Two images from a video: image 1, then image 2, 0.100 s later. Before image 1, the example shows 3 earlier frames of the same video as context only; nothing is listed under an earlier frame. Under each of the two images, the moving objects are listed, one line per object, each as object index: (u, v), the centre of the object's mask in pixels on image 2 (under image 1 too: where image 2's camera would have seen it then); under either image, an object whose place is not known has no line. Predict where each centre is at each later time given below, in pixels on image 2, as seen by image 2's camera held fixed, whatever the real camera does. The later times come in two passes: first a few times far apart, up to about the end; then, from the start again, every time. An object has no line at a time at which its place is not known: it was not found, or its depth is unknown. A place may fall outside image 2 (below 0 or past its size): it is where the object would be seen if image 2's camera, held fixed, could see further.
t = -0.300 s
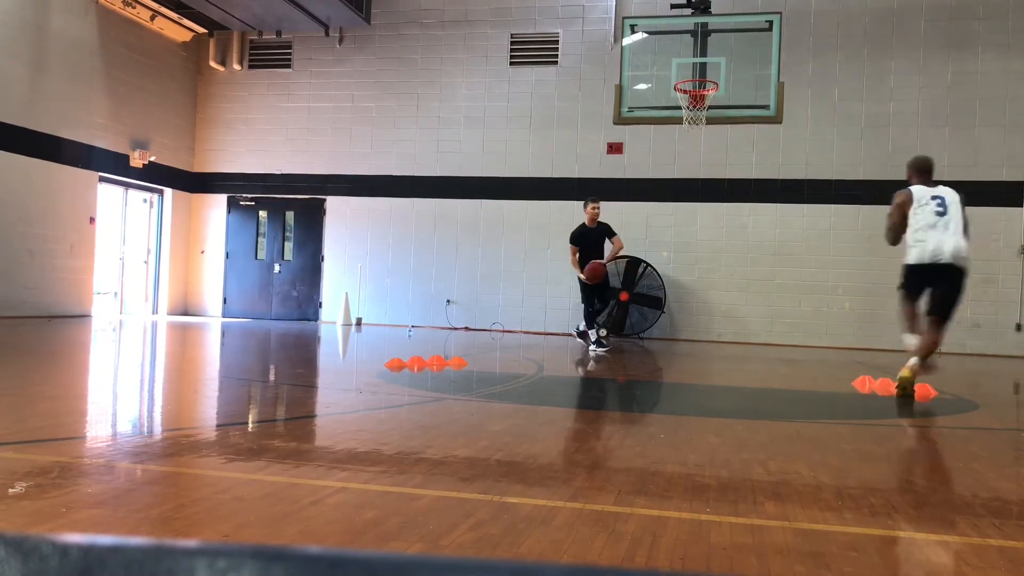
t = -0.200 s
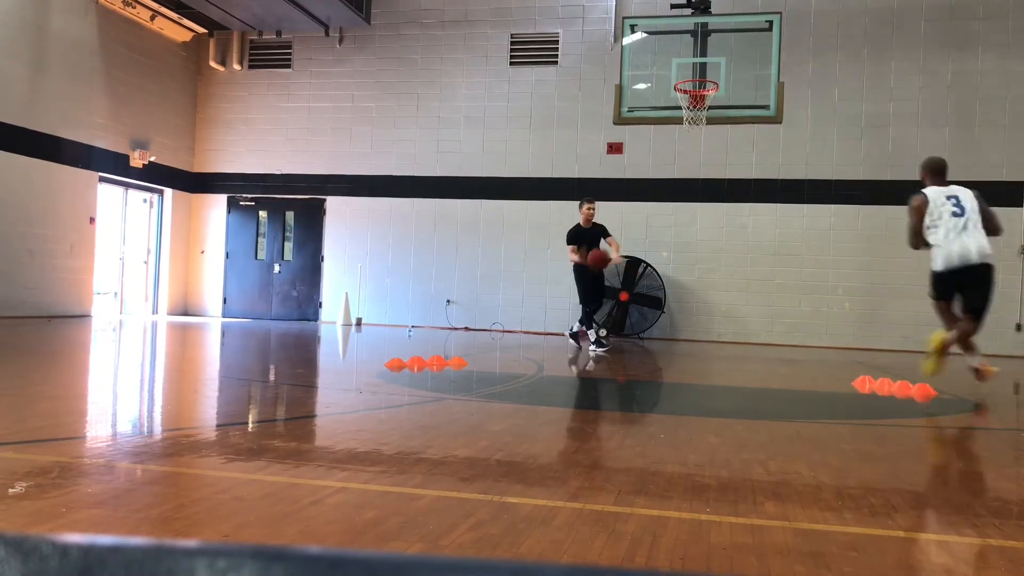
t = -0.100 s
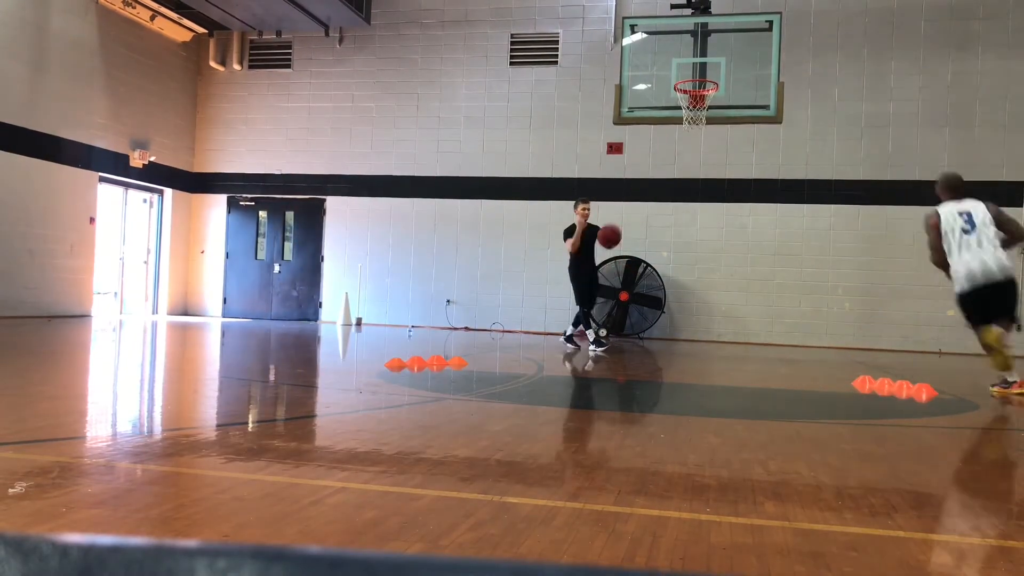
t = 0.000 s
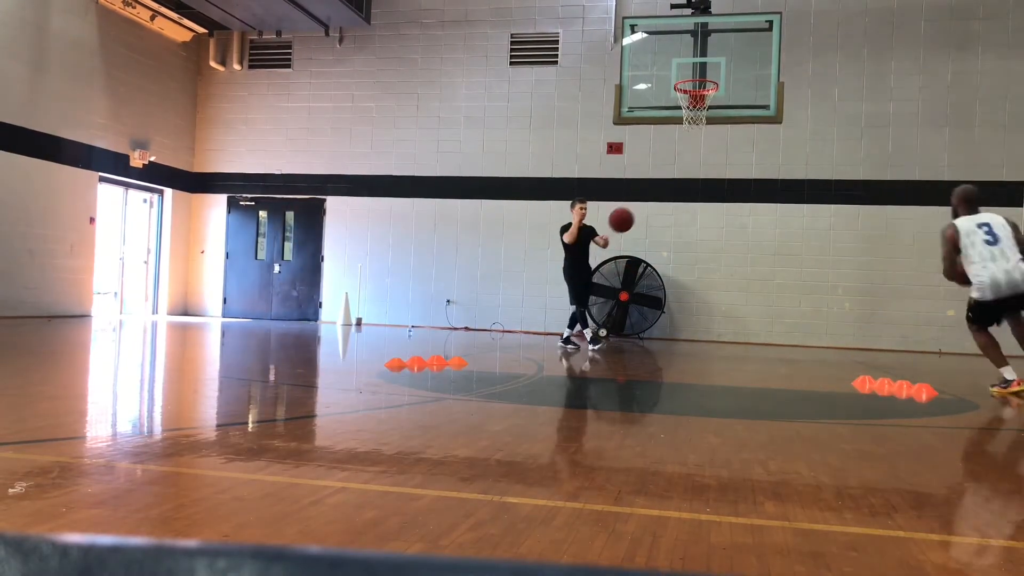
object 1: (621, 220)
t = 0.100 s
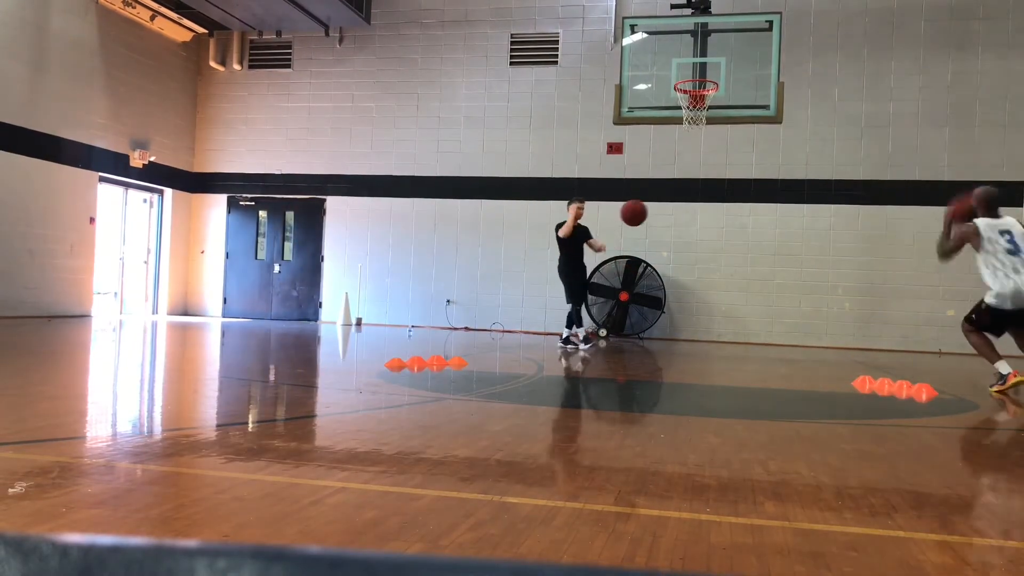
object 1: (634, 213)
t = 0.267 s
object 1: (657, 225)
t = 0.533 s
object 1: (700, 334)
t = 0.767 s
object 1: (790, 278)
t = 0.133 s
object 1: (638, 213)
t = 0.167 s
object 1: (643, 214)
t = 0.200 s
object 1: (647, 216)
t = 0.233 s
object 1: (652, 220)
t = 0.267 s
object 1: (657, 225)
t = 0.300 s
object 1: (662, 232)
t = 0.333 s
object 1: (667, 240)
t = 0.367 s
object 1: (672, 251)
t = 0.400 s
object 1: (678, 263)
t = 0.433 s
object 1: (683, 277)
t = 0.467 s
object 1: (688, 293)
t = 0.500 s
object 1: (695, 312)
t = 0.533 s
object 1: (700, 334)
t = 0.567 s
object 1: (707, 359)
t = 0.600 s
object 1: (717, 360)
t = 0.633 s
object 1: (731, 341)
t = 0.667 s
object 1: (747, 322)
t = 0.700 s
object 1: (761, 307)
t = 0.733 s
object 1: (775, 293)
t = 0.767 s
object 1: (790, 278)
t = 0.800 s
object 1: (806, 266)
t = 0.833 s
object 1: (822, 255)
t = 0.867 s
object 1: (838, 246)
